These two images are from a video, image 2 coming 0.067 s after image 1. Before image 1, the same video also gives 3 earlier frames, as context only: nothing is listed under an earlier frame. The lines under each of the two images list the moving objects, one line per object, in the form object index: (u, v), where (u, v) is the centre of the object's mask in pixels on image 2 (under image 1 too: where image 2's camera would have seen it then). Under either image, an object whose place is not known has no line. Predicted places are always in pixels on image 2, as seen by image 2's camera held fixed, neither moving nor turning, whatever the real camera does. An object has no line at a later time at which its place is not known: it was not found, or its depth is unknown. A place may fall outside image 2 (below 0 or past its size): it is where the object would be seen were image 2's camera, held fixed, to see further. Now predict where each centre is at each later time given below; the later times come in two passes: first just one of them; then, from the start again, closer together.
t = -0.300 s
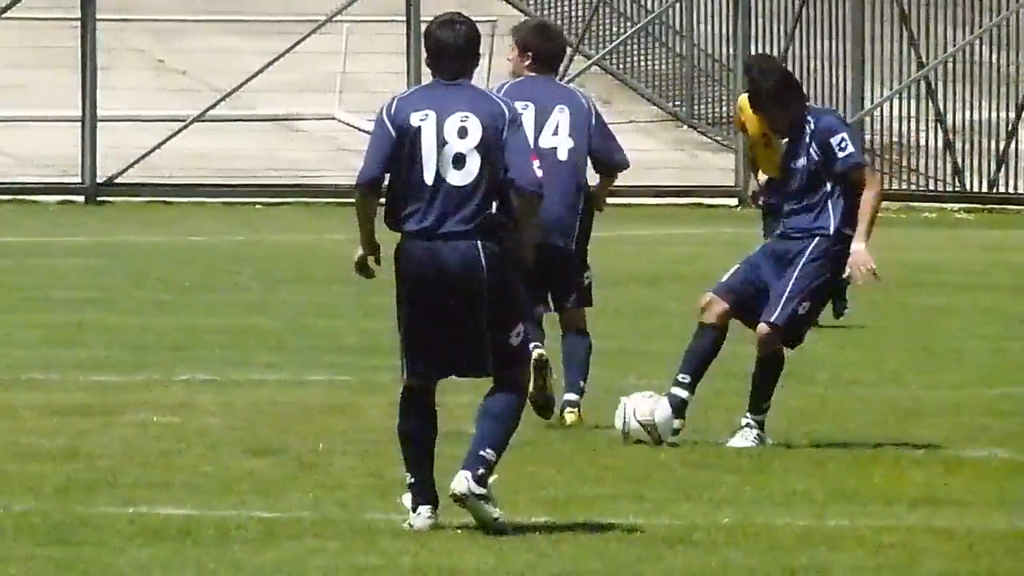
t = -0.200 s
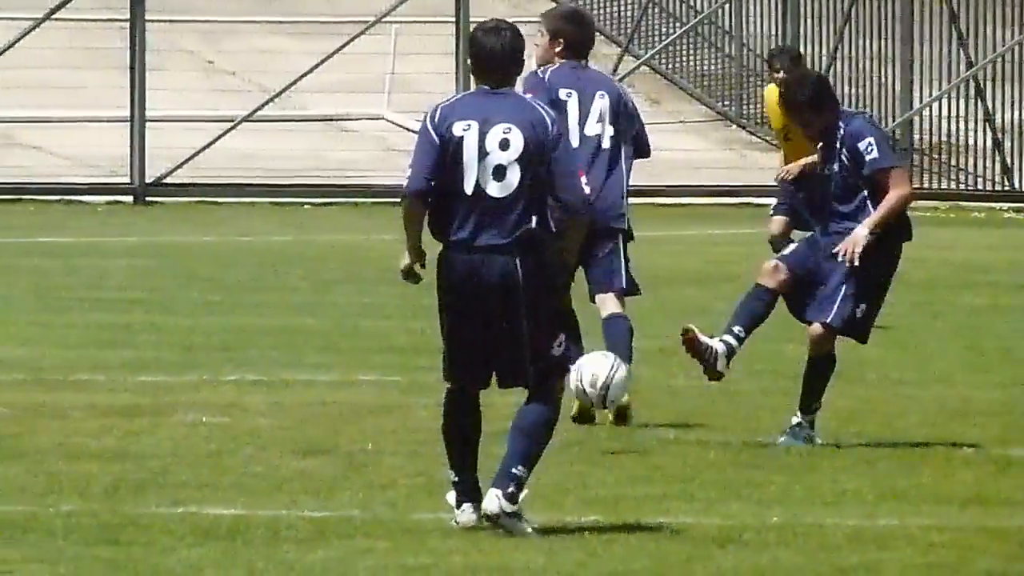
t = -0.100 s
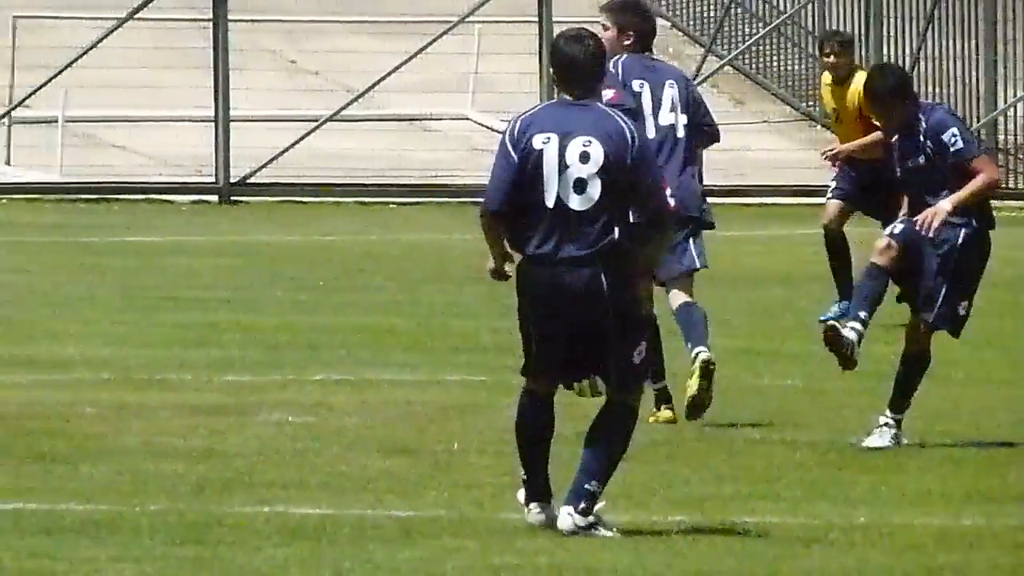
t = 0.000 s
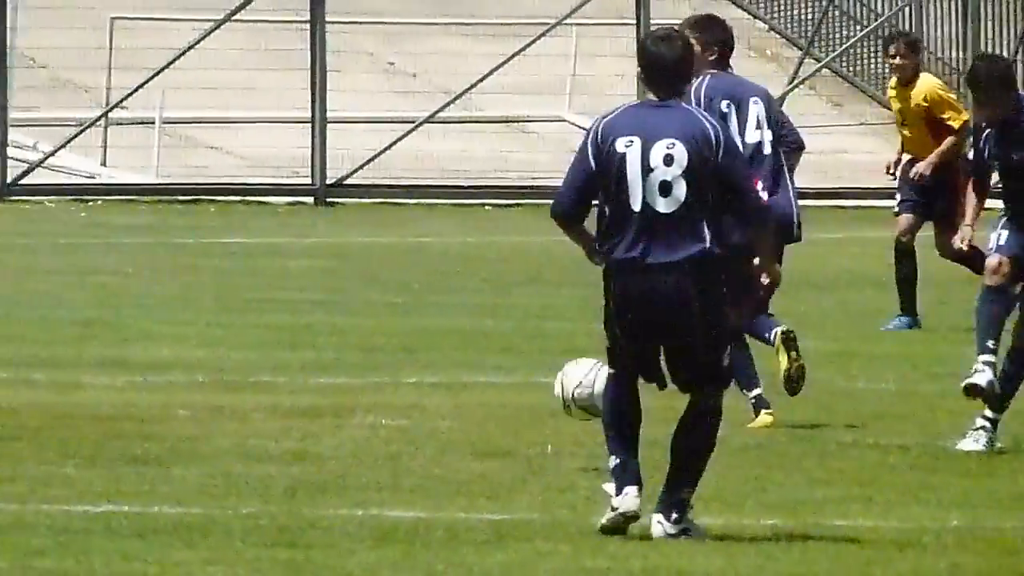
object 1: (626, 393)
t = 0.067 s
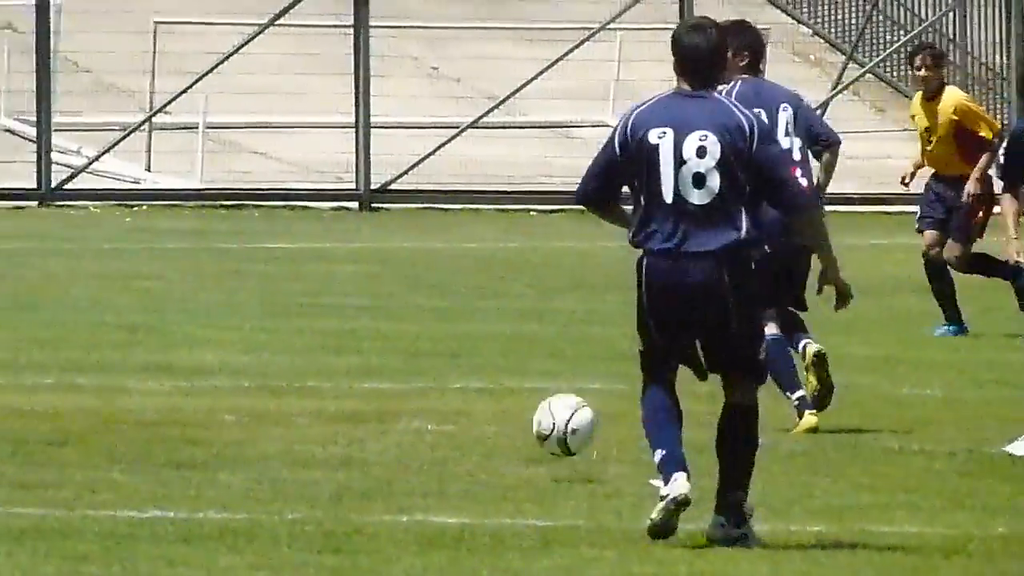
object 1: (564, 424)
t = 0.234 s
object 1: (425, 415)
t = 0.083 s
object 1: (546, 434)
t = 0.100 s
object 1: (531, 444)
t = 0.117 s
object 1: (512, 455)
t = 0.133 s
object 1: (499, 457)
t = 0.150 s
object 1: (487, 449)
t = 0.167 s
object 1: (474, 441)
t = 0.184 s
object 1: (463, 433)
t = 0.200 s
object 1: (450, 425)
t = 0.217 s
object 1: (438, 421)
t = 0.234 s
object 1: (425, 415)
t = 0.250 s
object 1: (412, 413)
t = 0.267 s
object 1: (401, 409)
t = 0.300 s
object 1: (373, 404)
